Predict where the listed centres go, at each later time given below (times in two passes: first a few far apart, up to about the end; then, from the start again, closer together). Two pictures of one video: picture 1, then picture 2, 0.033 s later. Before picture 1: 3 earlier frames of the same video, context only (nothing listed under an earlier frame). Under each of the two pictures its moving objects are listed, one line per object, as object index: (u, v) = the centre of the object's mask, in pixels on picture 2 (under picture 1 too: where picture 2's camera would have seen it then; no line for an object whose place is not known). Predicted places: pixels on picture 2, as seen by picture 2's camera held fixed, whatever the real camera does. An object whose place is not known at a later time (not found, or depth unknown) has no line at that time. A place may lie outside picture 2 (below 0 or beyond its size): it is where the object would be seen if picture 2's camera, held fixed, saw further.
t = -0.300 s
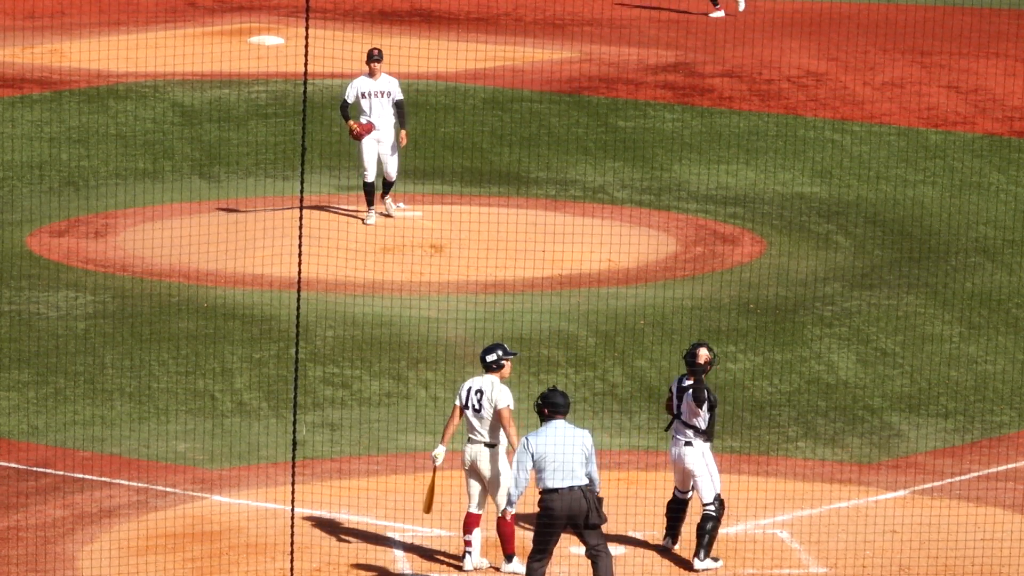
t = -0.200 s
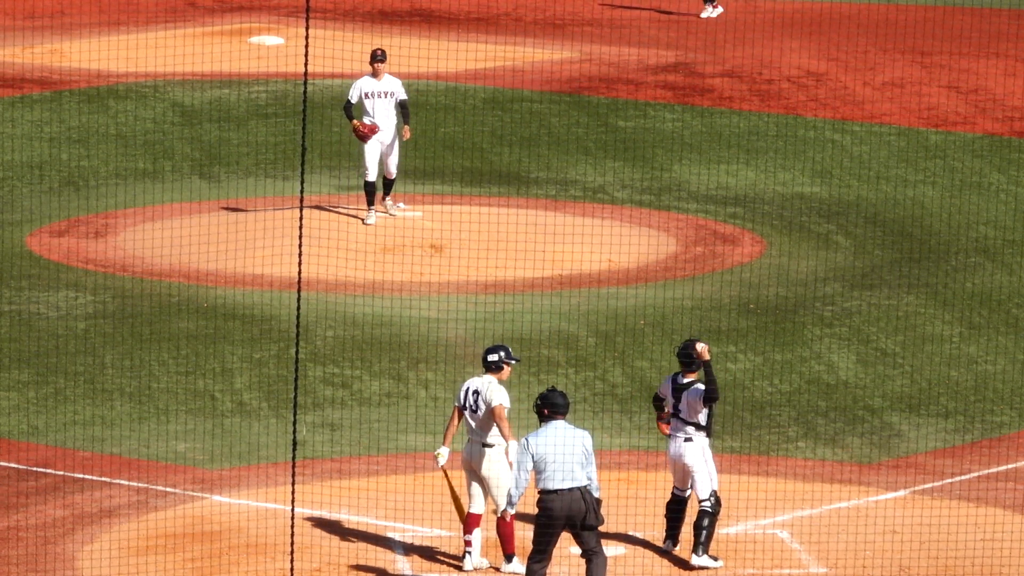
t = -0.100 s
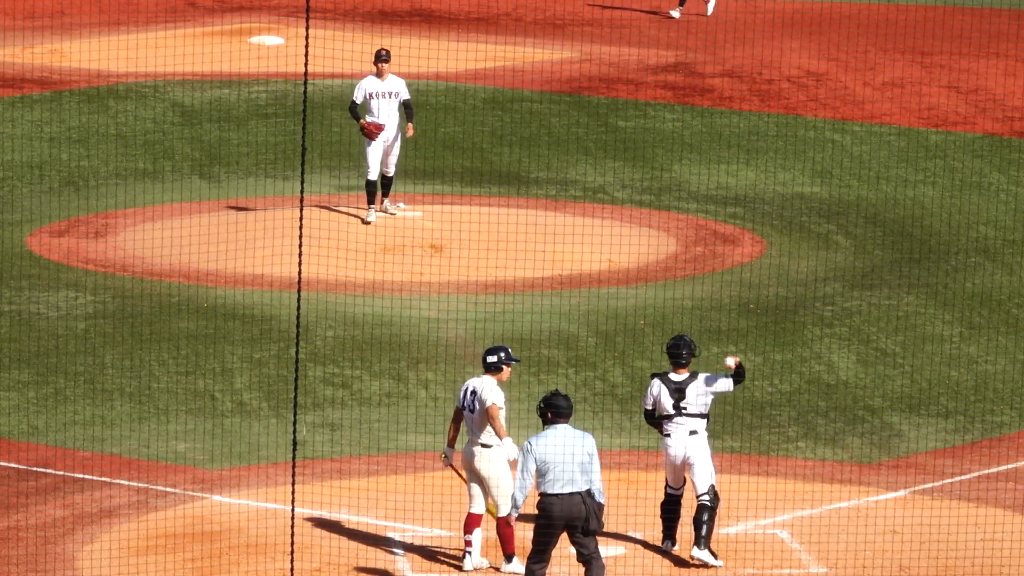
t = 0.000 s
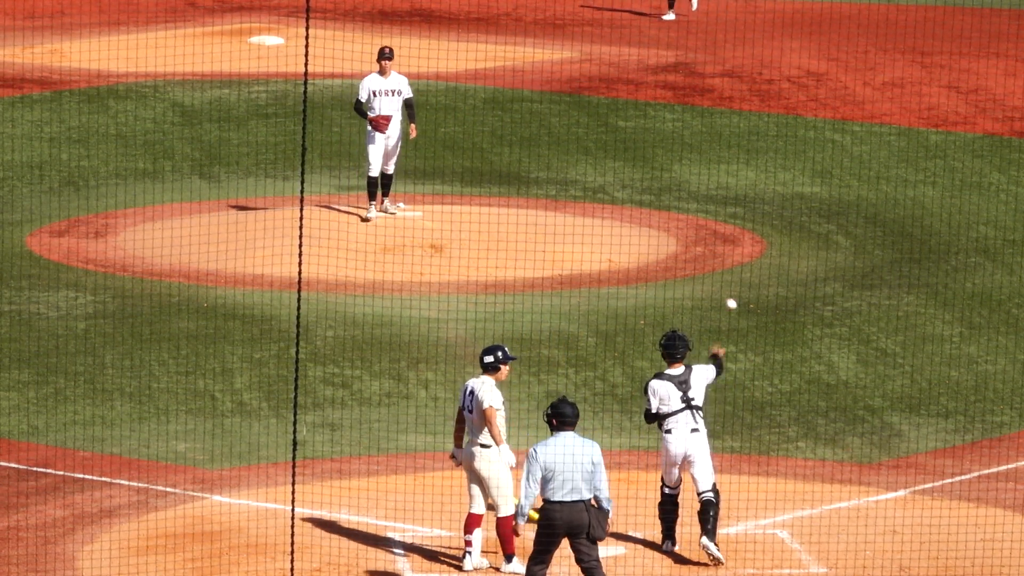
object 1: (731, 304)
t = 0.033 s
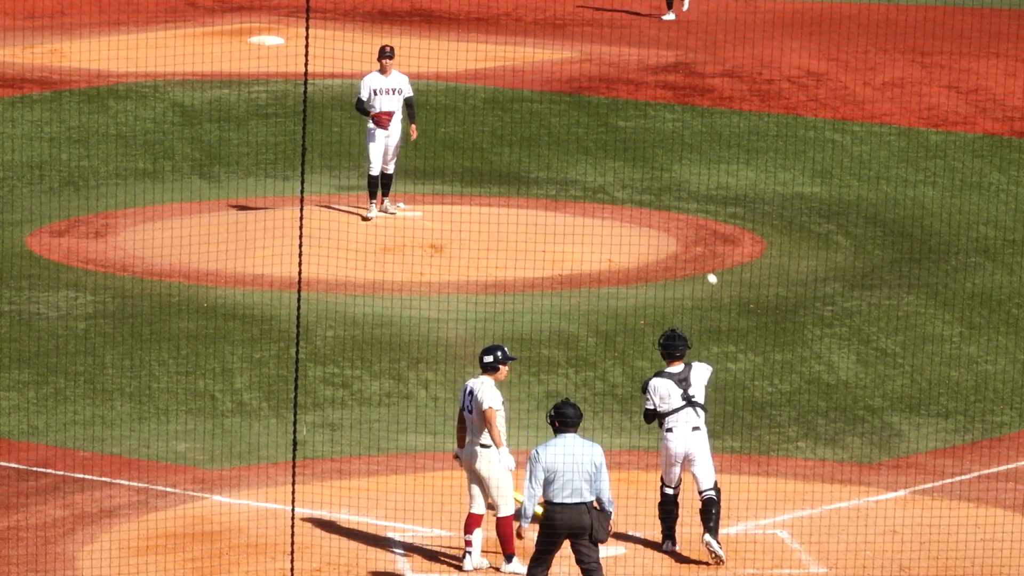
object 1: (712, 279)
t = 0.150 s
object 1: (649, 206)
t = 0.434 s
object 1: (524, 108)
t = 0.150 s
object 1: (649, 206)
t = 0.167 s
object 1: (640, 197)
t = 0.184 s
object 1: (632, 189)
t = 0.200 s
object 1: (624, 181)
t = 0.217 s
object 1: (616, 174)
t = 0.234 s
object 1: (608, 166)
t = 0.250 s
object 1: (601, 160)
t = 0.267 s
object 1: (593, 153)
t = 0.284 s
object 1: (586, 147)
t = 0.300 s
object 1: (578, 141)
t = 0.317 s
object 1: (571, 136)
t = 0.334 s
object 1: (564, 131)
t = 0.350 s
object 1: (557, 127)
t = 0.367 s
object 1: (551, 122)
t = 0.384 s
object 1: (544, 118)
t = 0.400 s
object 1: (537, 114)
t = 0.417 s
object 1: (531, 111)
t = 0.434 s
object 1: (524, 108)
